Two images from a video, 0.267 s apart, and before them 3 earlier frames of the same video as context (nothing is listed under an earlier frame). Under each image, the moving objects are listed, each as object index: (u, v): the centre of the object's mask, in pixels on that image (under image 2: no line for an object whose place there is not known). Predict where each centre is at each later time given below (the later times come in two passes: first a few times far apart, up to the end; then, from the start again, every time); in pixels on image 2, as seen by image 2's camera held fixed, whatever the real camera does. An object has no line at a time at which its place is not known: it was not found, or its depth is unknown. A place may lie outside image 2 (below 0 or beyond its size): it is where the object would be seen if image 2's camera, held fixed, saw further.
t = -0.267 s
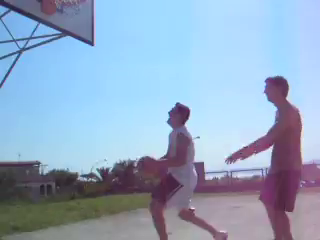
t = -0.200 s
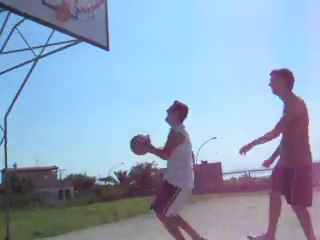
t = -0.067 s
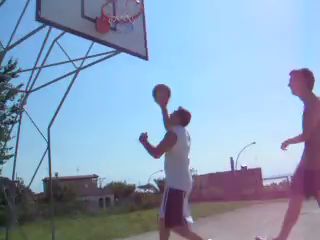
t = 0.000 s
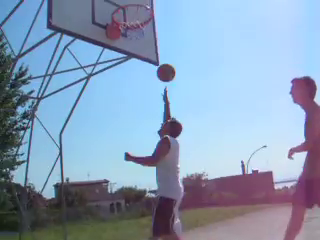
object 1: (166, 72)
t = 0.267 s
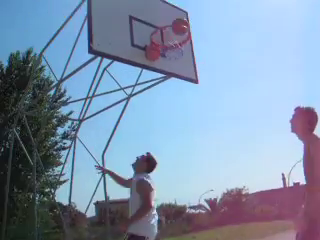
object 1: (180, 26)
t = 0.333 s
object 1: (175, 18)
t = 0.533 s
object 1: (165, 8)
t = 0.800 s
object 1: (163, 26)
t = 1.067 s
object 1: (168, 98)
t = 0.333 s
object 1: (175, 18)
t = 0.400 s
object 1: (170, 13)
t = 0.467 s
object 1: (166, 10)
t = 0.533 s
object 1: (165, 8)
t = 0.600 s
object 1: (164, 8)
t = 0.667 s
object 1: (163, 11)
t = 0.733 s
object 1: (163, 17)
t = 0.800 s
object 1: (163, 26)
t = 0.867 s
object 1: (161, 38)
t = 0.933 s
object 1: (164, 54)
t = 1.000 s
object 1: (166, 74)
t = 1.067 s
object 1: (168, 98)
